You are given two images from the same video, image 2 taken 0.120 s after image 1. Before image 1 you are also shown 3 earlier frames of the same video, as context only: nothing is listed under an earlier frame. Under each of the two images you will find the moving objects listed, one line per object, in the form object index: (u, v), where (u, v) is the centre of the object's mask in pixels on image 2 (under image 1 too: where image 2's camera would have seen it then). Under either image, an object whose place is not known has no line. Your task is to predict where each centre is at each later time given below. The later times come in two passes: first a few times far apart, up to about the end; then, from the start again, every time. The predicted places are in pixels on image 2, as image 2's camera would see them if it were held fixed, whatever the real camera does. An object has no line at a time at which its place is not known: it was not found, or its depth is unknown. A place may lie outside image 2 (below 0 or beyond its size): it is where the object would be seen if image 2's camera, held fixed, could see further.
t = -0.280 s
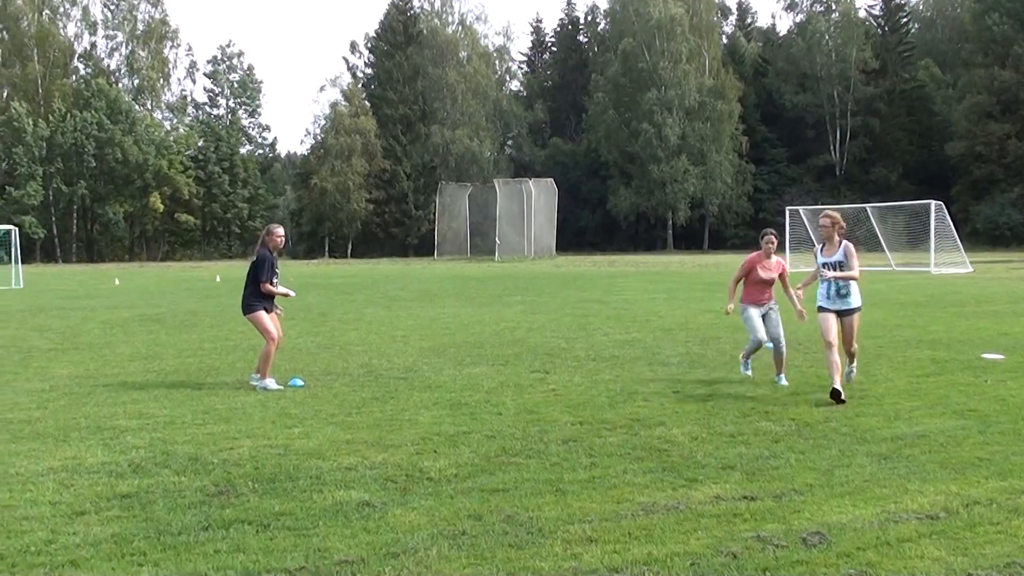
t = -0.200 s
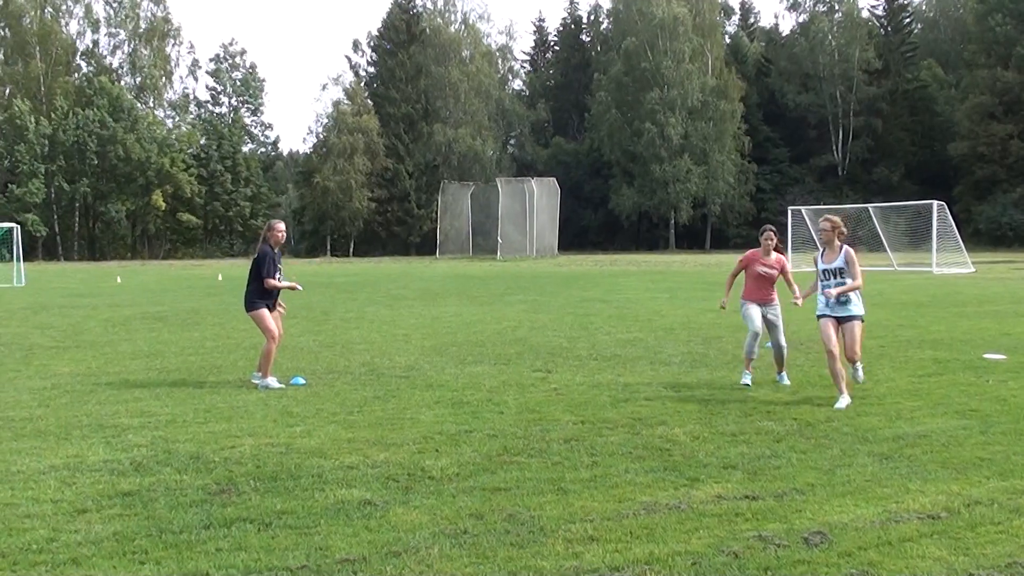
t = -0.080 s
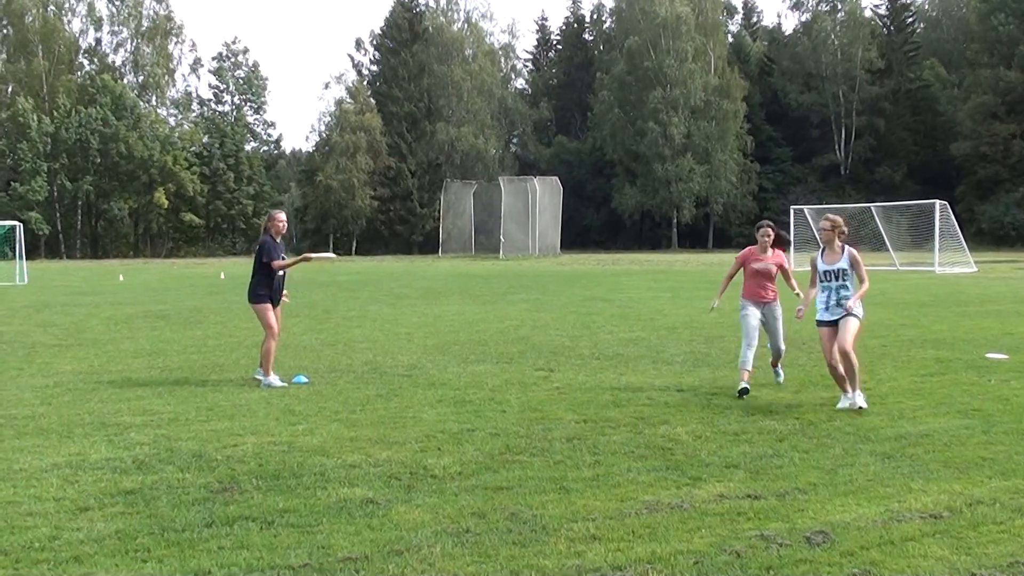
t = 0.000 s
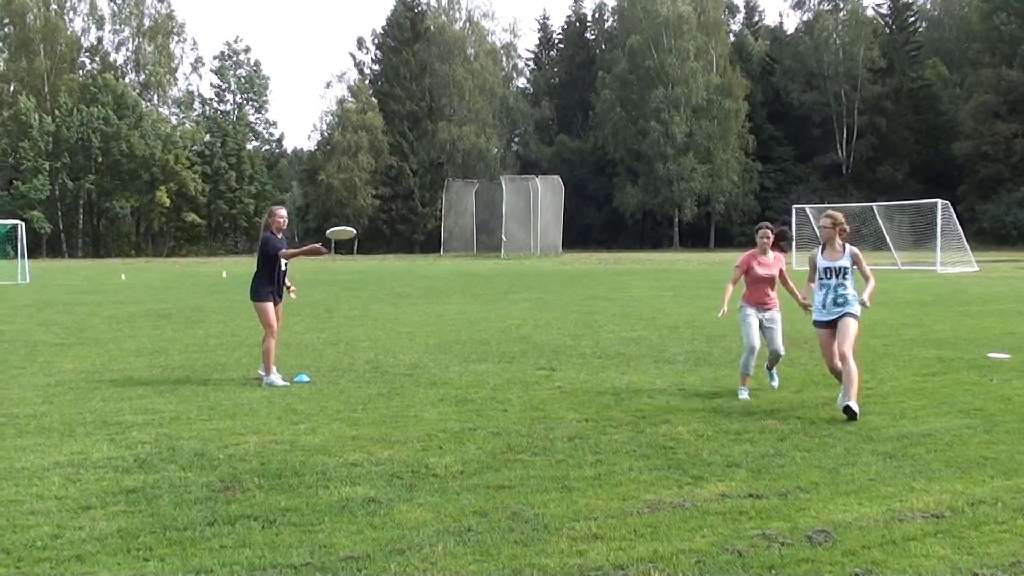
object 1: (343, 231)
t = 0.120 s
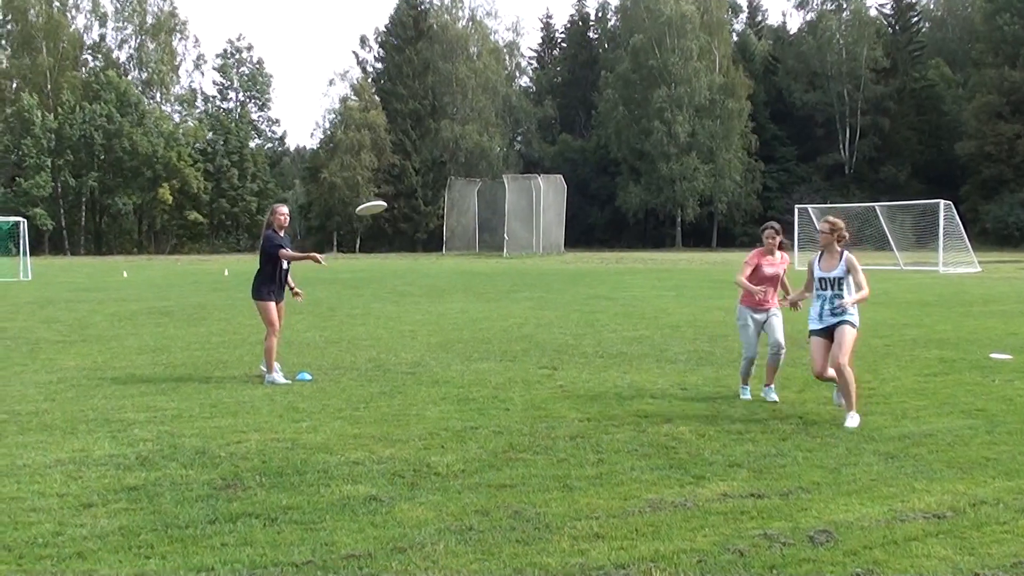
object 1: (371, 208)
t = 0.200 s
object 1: (390, 199)
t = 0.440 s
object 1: (457, 194)
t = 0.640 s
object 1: (518, 212)
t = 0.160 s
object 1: (381, 203)
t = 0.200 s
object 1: (390, 199)
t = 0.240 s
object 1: (401, 196)
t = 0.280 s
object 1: (413, 194)
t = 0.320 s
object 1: (423, 193)
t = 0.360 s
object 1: (434, 193)
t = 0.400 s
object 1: (445, 193)
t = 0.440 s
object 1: (457, 194)
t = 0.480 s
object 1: (469, 196)
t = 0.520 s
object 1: (481, 199)
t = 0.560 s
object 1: (493, 203)
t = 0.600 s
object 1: (505, 207)
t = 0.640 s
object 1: (518, 212)
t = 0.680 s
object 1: (531, 217)
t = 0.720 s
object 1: (545, 223)
